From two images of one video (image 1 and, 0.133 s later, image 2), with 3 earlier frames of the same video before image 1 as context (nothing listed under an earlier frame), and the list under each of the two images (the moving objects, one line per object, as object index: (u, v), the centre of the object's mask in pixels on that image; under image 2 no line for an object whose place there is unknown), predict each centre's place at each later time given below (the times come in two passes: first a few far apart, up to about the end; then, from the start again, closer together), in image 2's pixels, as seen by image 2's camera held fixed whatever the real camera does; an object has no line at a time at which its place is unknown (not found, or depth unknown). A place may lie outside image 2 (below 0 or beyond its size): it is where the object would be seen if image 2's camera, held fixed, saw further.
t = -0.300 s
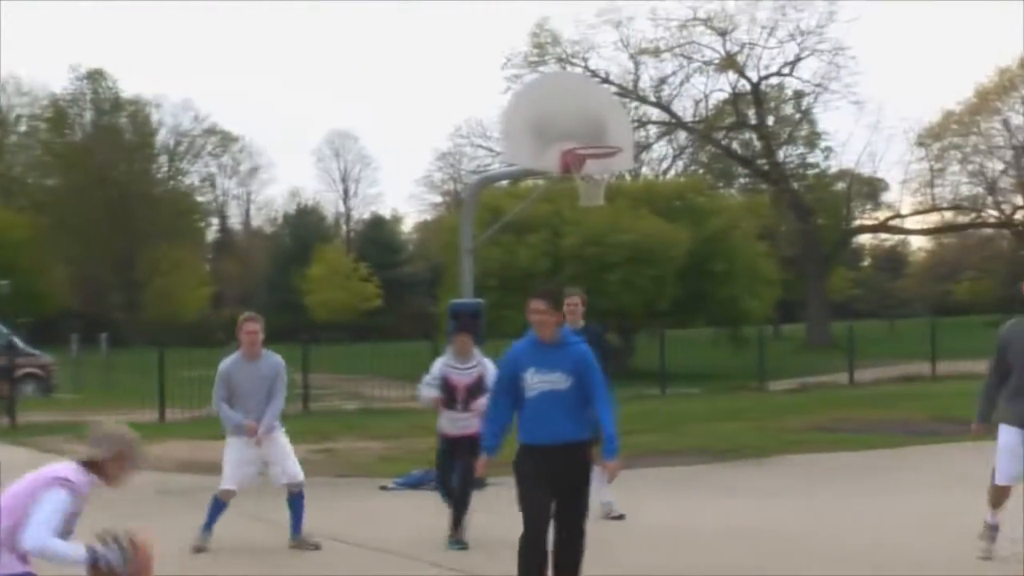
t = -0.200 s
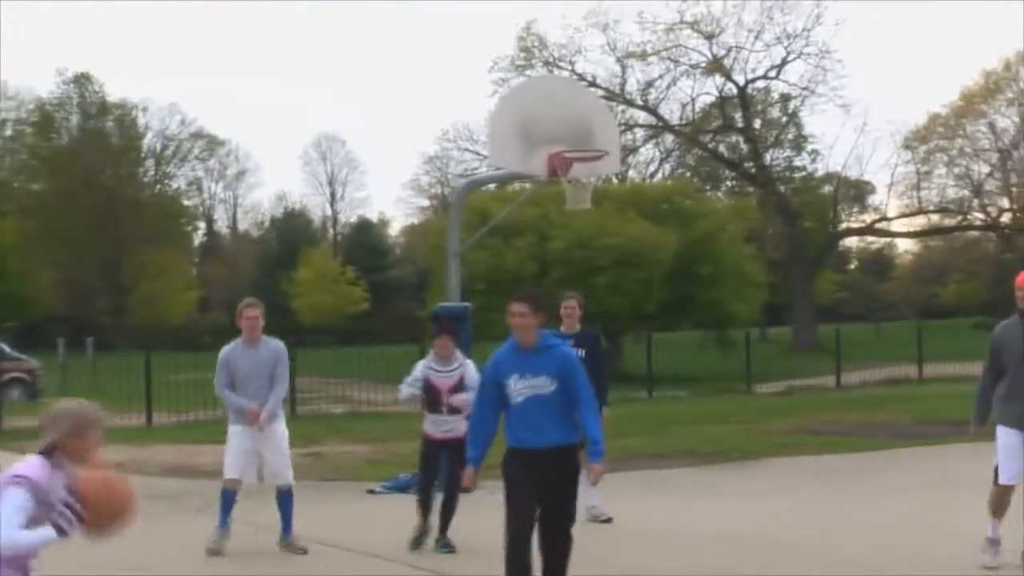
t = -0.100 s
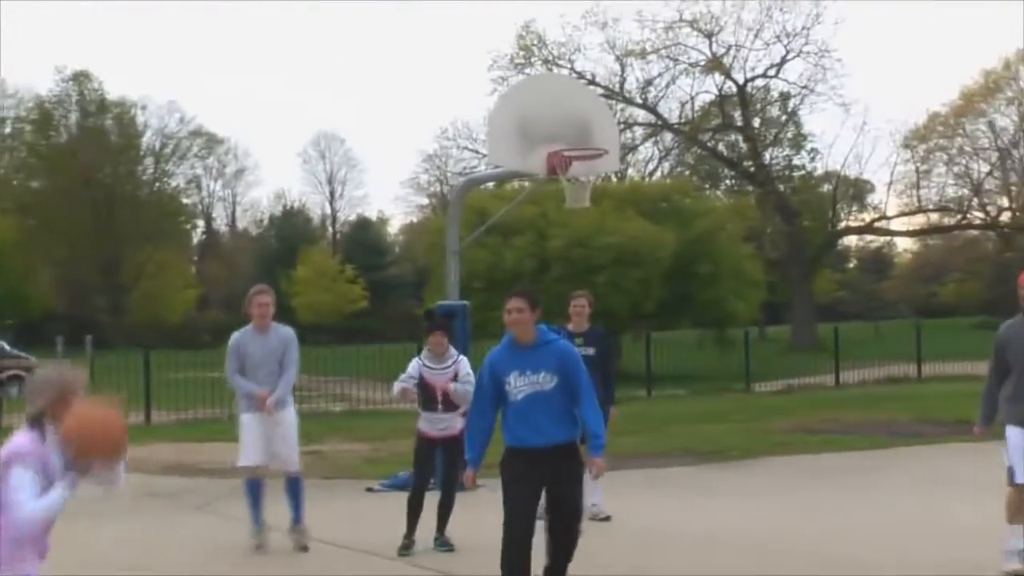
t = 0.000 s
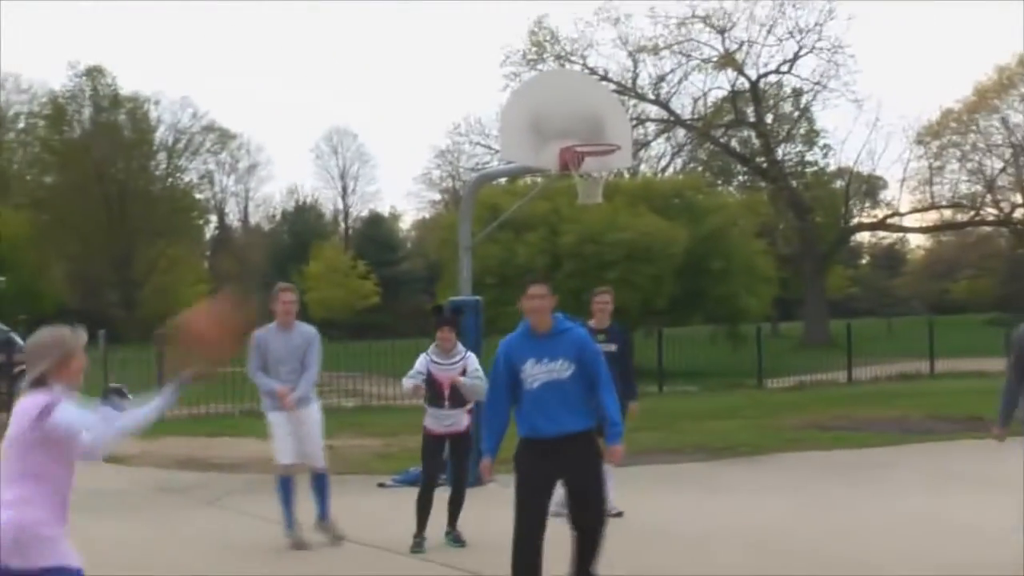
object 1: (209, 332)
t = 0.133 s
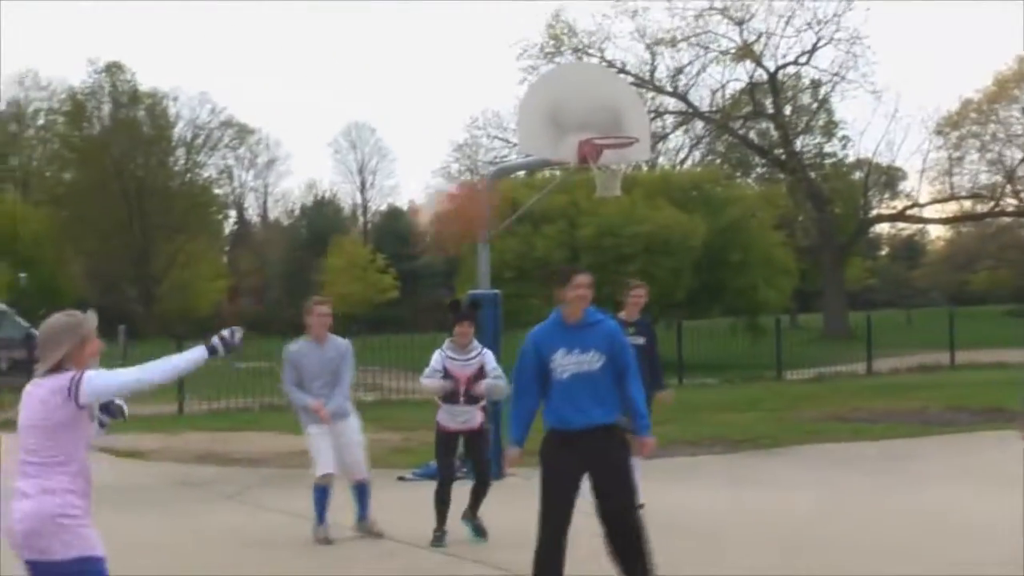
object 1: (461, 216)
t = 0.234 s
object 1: (644, 162)
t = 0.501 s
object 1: (1092, 169)
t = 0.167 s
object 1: (521, 196)
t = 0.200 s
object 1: (581, 179)
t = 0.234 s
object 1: (644, 162)
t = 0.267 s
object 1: (702, 151)
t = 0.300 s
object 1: (751, 143)
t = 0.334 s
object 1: (808, 141)
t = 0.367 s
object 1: (858, 143)
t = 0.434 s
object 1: (979, 148)
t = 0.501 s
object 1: (1092, 169)
